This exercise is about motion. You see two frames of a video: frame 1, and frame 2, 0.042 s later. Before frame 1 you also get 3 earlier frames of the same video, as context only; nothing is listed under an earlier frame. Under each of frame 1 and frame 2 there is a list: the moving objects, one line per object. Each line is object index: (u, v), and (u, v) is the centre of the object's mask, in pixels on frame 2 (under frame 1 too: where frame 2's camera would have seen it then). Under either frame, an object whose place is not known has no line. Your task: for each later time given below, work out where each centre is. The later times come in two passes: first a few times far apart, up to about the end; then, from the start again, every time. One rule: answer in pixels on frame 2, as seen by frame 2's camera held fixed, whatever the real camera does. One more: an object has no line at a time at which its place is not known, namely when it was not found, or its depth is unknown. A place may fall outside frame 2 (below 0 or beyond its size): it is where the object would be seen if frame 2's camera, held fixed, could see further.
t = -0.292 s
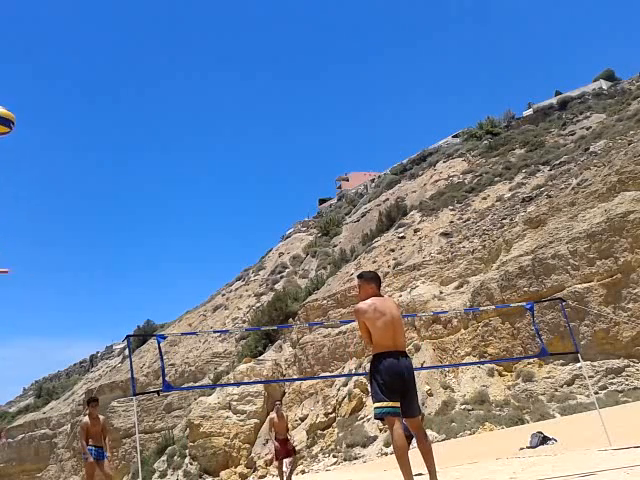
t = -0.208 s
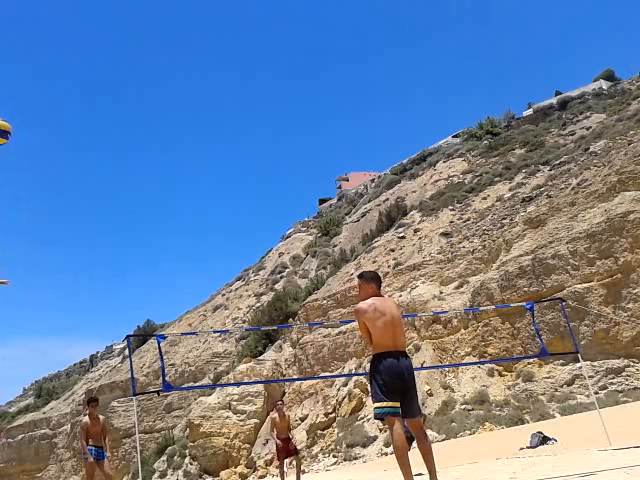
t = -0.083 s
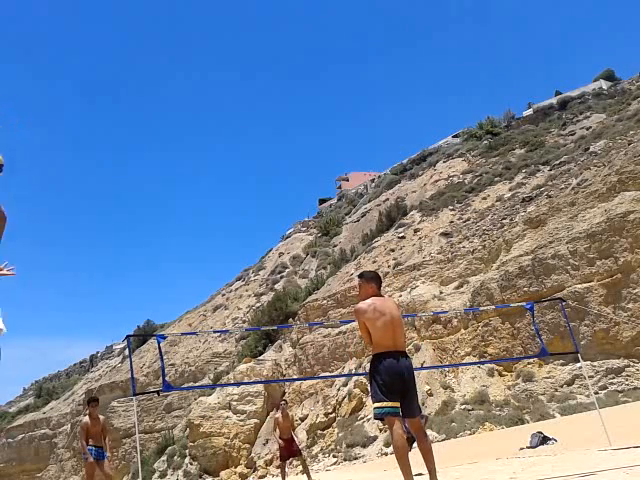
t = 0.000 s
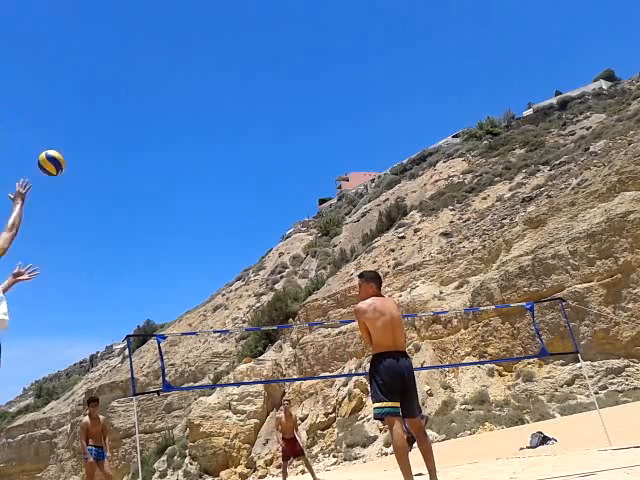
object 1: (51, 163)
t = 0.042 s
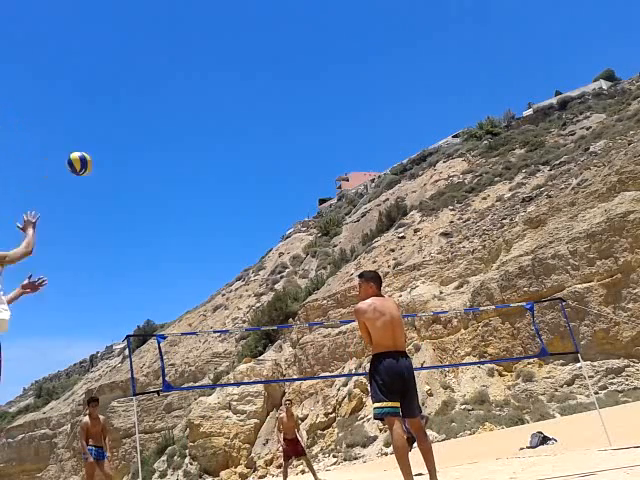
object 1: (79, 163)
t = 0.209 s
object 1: (158, 178)
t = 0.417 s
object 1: (218, 215)
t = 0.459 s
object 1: (227, 224)
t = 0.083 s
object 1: (103, 165)
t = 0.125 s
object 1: (124, 169)
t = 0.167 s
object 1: (142, 173)
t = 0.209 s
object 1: (158, 178)
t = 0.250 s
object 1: (173, 185)
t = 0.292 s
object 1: (186, 191)
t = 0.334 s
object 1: (198, 199)
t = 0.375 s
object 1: (208, 207)
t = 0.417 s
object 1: (218, 215)
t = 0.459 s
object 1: (227, 224)
